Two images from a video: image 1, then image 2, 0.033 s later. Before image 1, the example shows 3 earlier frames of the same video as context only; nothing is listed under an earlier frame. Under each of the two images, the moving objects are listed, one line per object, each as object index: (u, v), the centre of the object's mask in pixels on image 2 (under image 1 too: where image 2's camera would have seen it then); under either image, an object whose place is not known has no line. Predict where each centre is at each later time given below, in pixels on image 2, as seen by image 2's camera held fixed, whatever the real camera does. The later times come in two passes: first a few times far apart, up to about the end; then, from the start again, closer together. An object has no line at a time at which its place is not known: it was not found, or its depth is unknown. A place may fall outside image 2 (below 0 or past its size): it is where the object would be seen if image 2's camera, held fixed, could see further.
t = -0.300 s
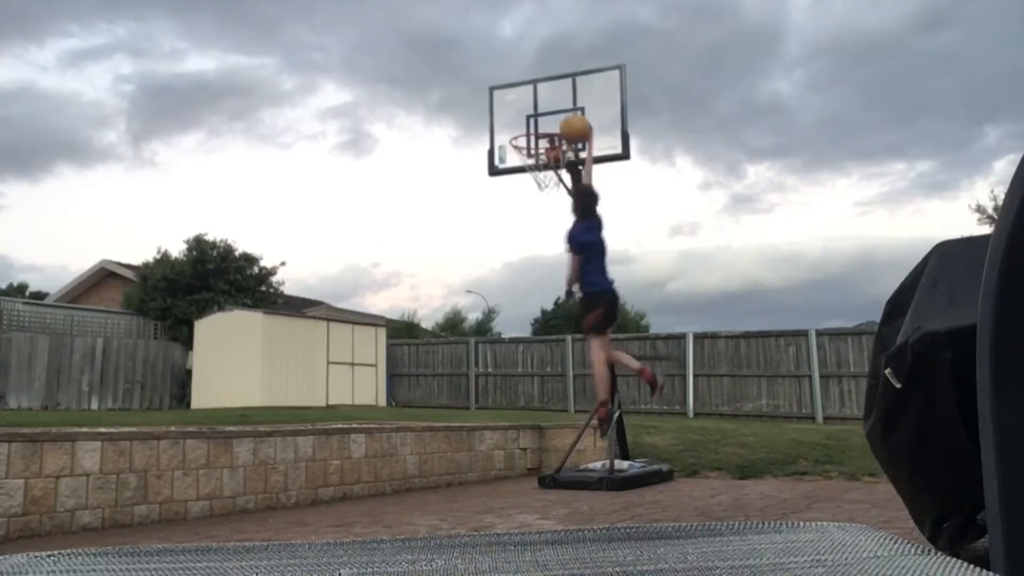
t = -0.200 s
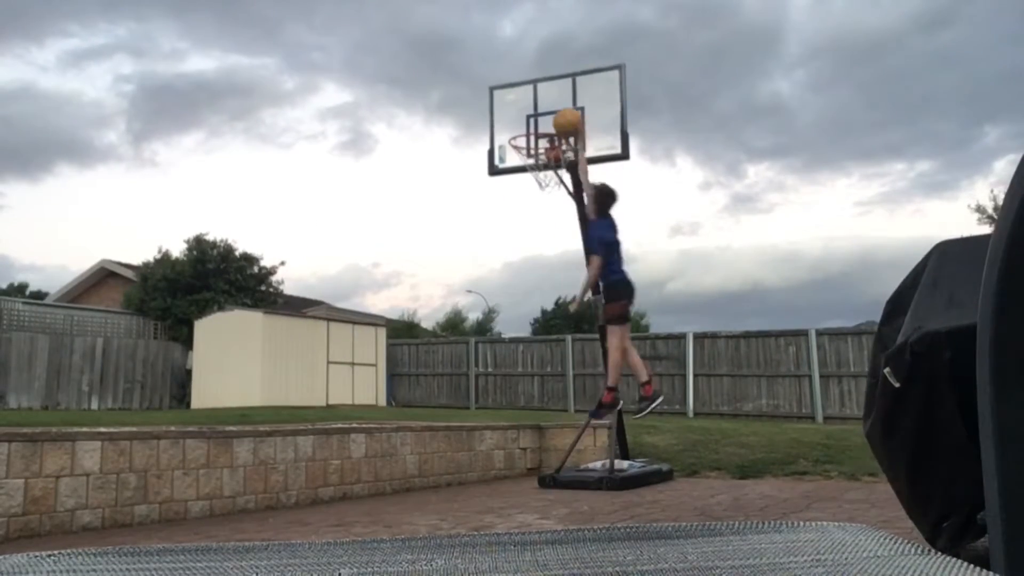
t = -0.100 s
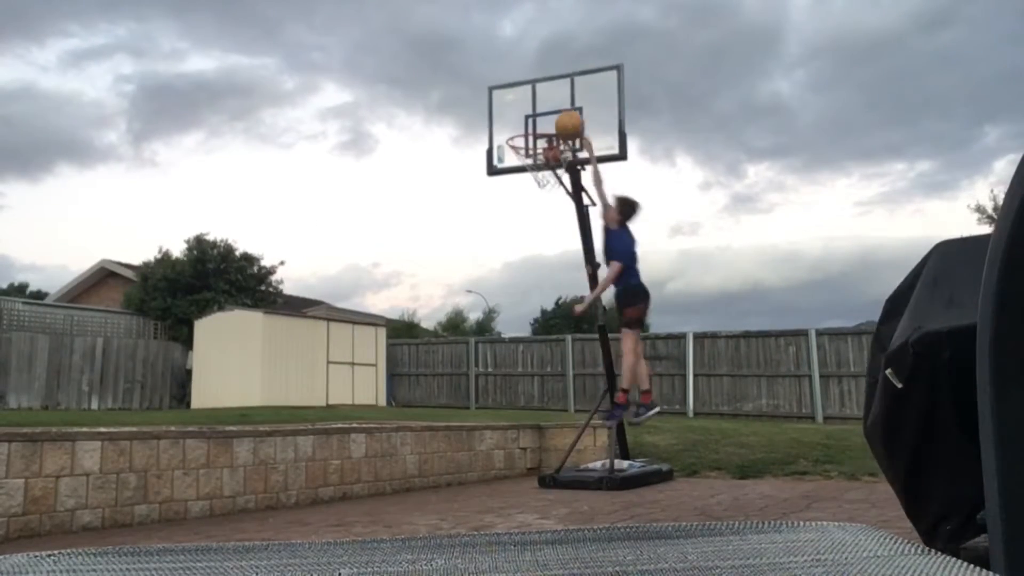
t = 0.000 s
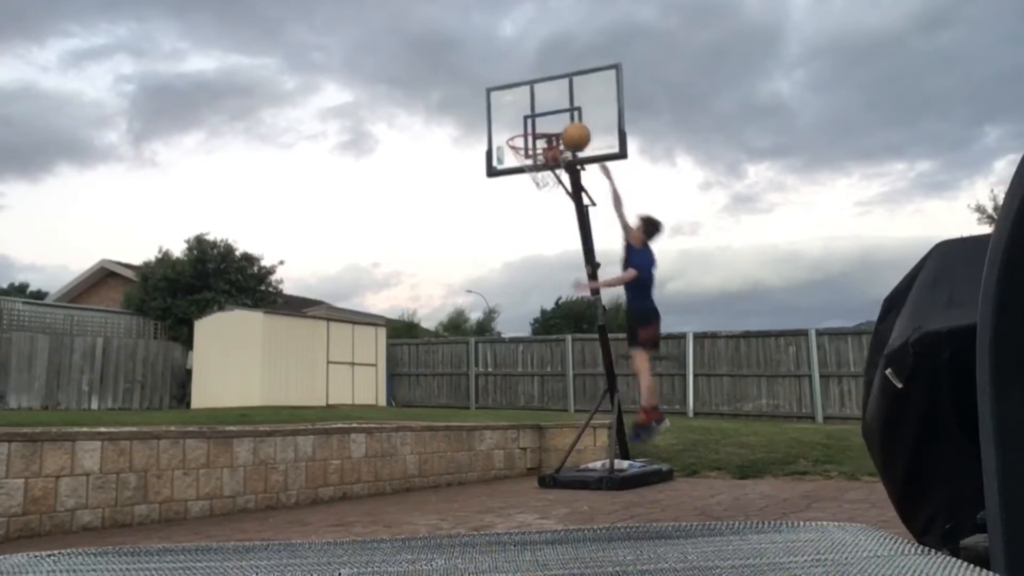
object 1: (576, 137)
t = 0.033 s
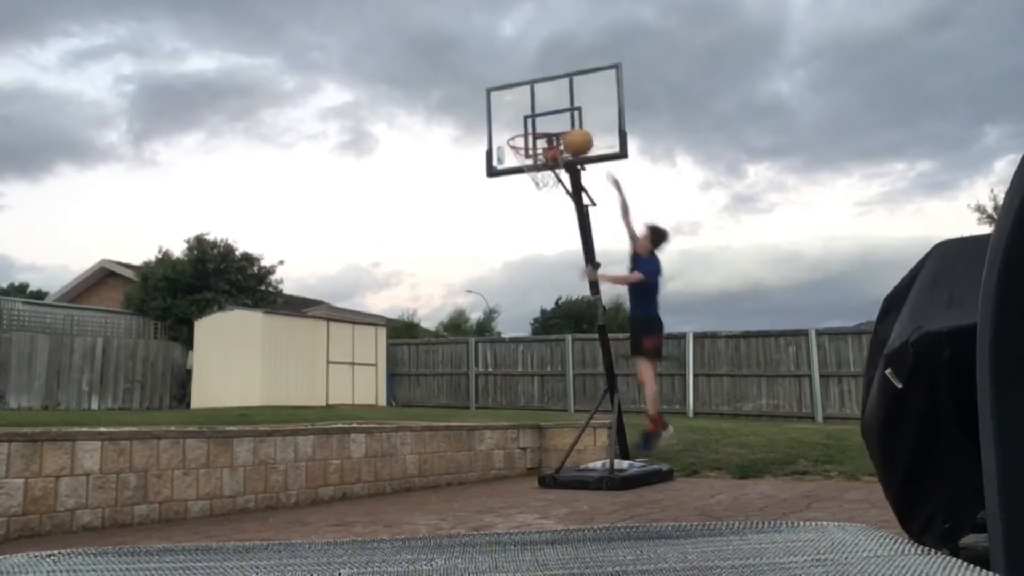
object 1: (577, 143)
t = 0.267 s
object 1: (594, 219)
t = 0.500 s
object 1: (613, 362)
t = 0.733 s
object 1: (634, 417)
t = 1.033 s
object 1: (661, 280)
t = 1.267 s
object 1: (685, 255)
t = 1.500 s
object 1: (713, 295)
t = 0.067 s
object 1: (579, 150)
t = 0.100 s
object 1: (582, 159)
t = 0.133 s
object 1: (585, 168)
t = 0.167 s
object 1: (587, 179)
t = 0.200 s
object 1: (590, 192)
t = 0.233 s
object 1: (592, 206)
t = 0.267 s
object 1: (594, 219)
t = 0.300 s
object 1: (597, 235)
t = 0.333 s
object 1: (600, 255)
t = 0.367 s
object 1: (603, 273)
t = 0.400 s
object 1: (606, 293)
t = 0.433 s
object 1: (608, 316)
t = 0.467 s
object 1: (611, 336)
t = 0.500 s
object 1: (613, 362)
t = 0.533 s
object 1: (616, 388)
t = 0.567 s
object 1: (620, 416)
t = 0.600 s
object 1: (622, 443)
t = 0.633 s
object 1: (626, 476)
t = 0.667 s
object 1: (628, 468)
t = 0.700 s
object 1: (632, 441)
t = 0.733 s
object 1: (634, 417)
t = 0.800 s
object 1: (639, 375)
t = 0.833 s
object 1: (642, 357)
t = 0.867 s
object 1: (645, 341)
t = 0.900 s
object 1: (648, 326)
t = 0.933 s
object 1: (652, 313)
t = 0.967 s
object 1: (654, 301)
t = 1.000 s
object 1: (658, 290)
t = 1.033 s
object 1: (661, 280)
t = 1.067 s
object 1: (664, 273)
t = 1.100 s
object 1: (668, 266)
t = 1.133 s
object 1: (671, 261)
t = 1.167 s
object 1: (674, 257)
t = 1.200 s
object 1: (678, 255)
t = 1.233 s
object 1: (682, 254)
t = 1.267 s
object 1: (685, 255)
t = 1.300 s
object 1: (689, 256)
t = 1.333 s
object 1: (693, 259)
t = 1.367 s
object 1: (696, 264)
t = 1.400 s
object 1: (701, 269)
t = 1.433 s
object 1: (705, 277)
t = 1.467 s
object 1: (709, 285)
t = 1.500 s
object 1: (713, 295)
